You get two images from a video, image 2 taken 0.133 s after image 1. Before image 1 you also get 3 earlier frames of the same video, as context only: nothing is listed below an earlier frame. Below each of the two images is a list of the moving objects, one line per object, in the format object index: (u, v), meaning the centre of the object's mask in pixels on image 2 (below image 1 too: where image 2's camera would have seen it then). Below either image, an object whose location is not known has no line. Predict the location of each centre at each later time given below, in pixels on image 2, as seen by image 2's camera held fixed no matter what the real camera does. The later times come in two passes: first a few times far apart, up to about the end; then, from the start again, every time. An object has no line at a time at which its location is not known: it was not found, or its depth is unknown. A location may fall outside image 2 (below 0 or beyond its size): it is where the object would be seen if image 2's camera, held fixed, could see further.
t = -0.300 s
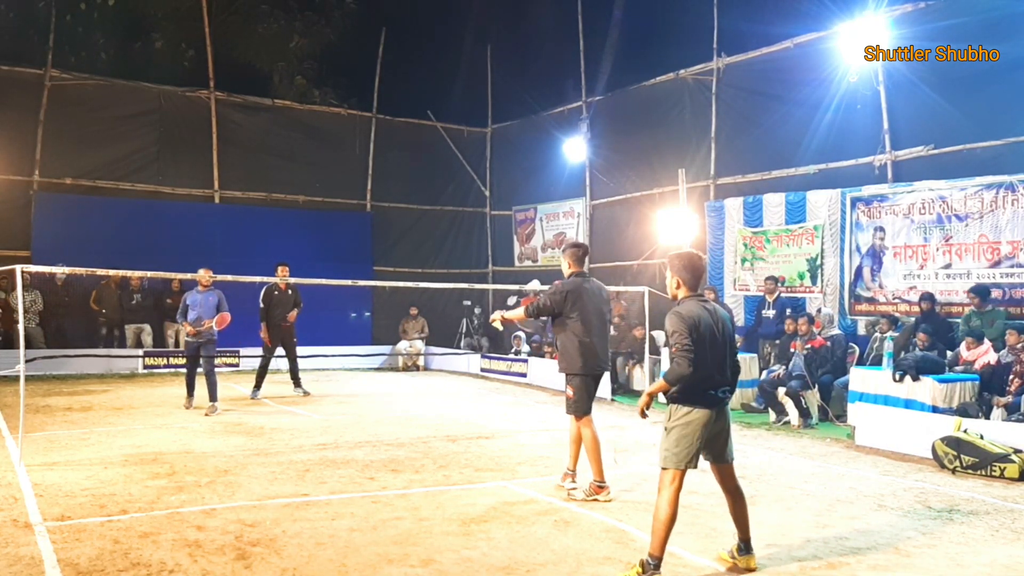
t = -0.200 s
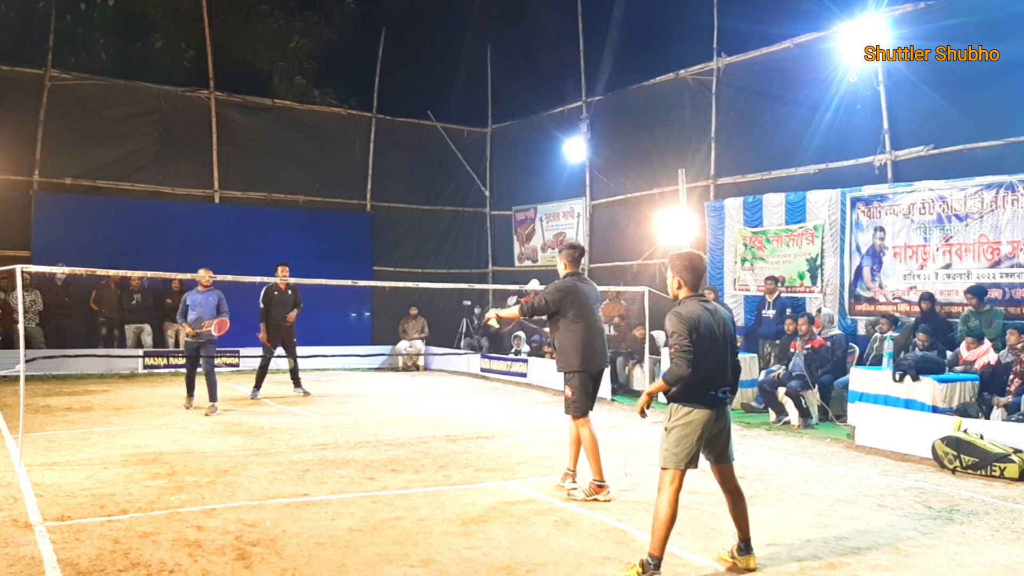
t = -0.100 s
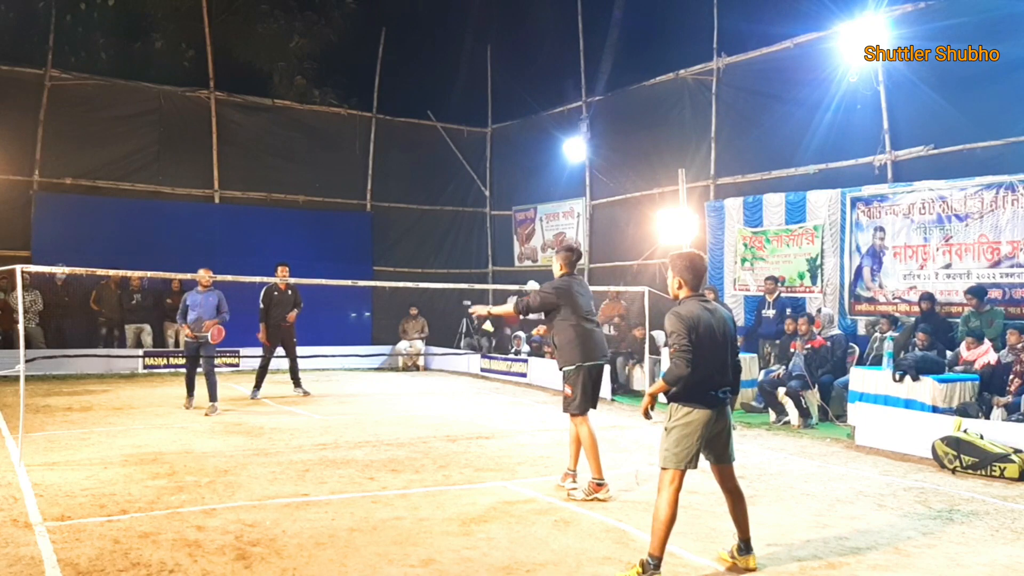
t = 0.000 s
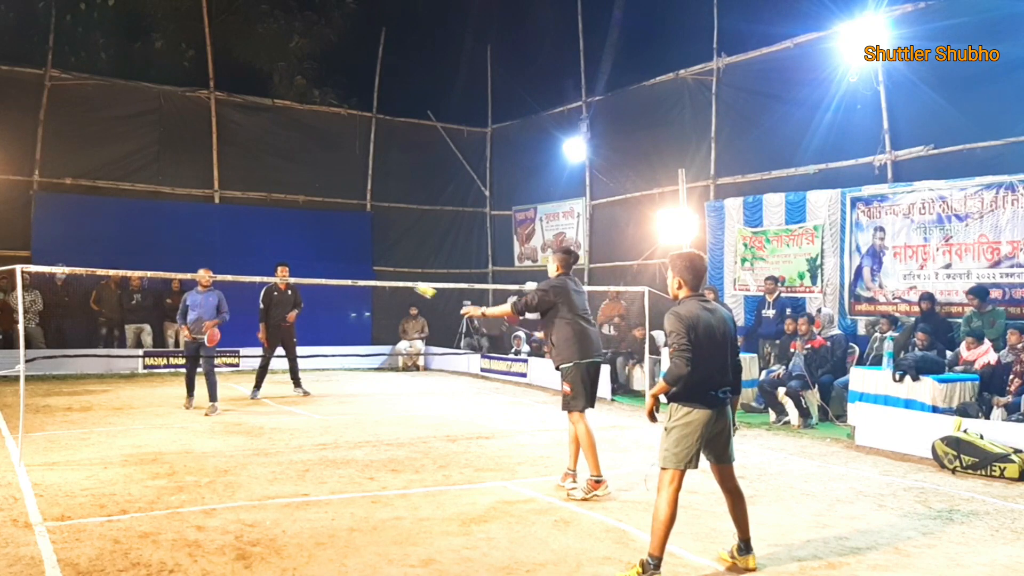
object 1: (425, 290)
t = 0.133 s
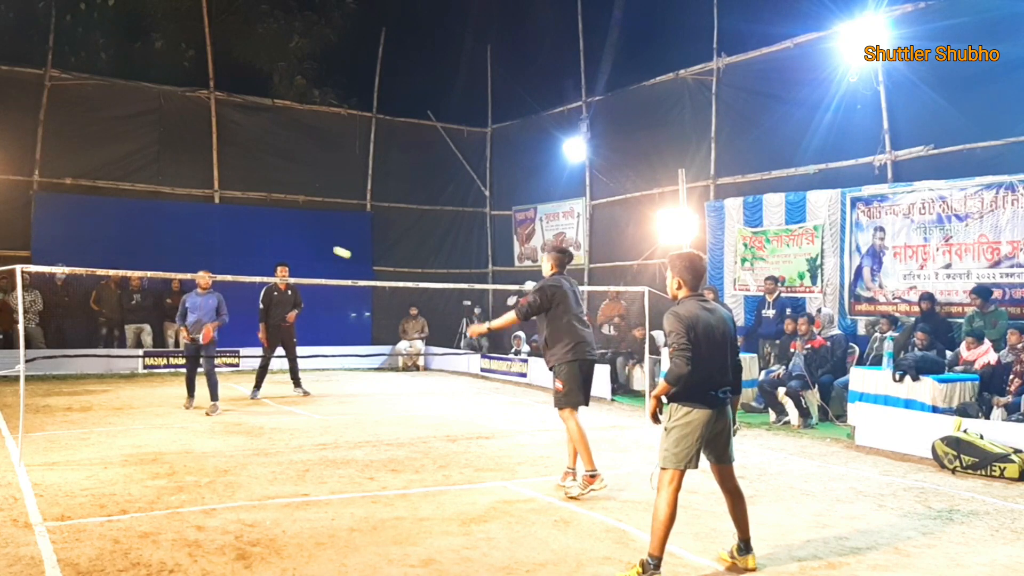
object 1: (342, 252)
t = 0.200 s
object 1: (311, 241)
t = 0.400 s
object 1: (239, 243)
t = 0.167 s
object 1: (325, 245)
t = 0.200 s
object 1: (311, 241)
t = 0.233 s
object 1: (297, 237)
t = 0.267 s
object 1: (284, 236)
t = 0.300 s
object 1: (272, 236)
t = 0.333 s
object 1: (260, 237)
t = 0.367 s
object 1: (249, 239)
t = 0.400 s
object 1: (239, 243)
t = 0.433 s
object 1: (229, 247)
